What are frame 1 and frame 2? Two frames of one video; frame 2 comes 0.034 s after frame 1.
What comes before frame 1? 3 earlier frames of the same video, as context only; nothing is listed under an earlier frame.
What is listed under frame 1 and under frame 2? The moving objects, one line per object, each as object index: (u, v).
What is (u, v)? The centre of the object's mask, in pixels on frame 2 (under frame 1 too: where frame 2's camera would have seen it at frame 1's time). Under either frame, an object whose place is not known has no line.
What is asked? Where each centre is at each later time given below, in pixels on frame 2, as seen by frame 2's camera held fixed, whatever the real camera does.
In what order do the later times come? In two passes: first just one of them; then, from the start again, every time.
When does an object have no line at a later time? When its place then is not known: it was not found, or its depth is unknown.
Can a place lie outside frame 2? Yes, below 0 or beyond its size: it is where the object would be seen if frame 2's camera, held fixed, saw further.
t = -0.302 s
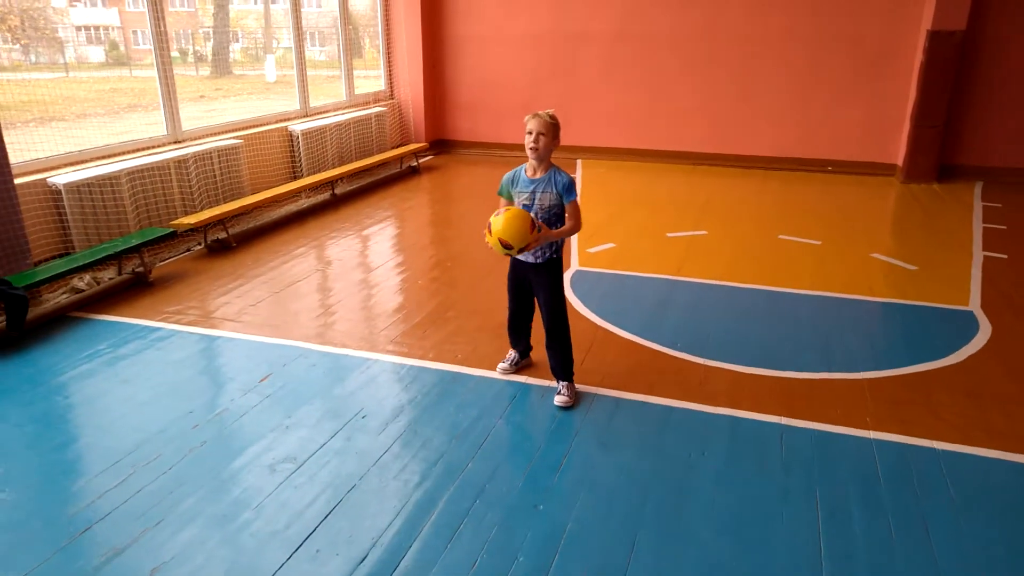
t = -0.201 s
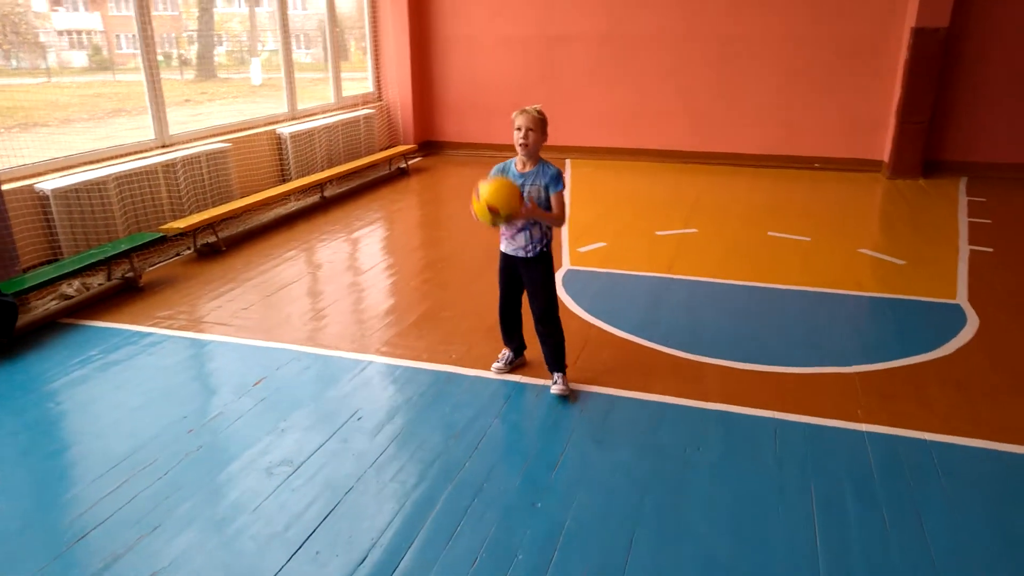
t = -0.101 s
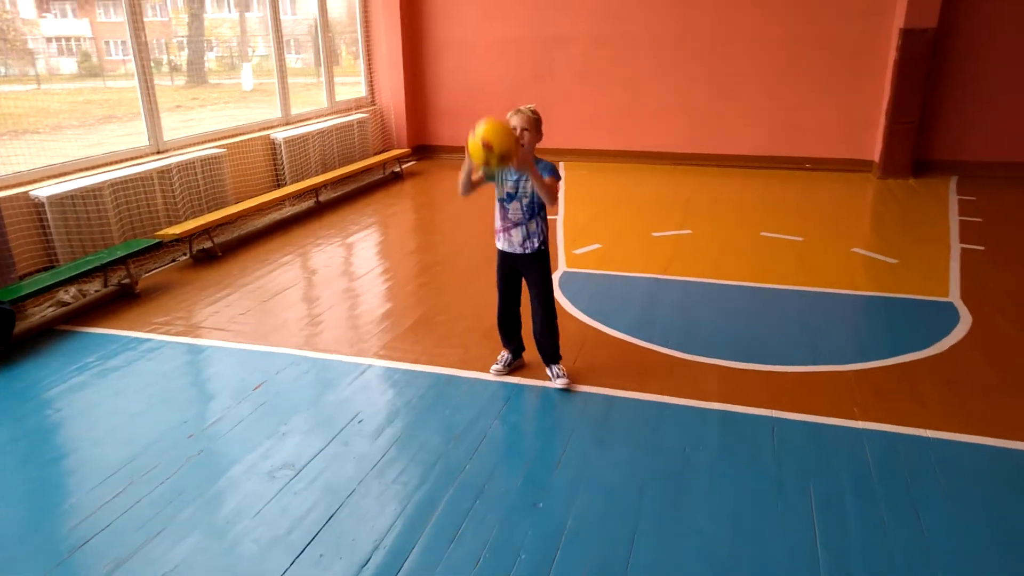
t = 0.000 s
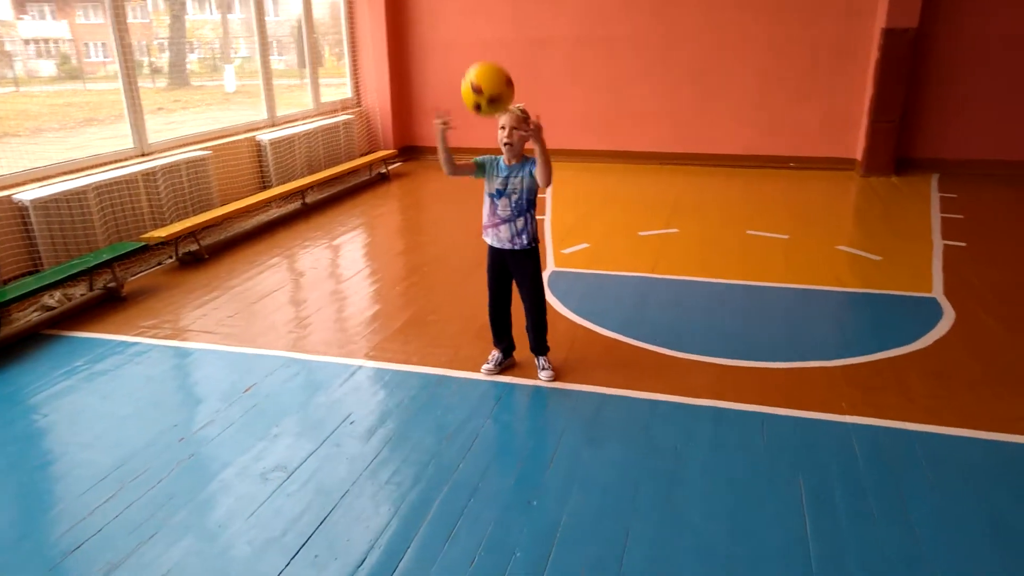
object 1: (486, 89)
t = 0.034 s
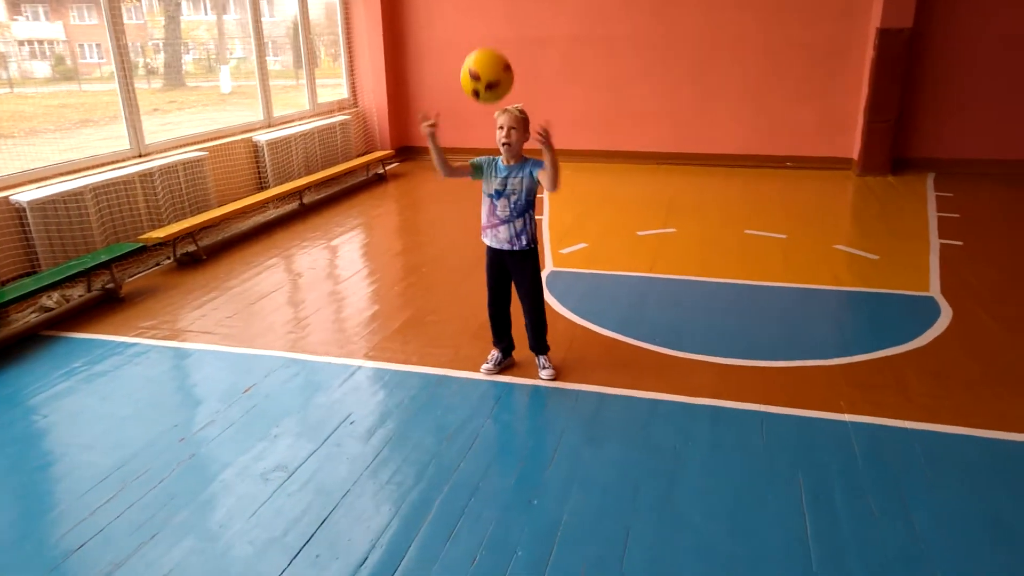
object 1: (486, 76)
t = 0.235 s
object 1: (499, 49)
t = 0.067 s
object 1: (487, 65)
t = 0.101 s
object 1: (489, 56)
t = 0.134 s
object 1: (491, 50)
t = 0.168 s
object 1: (493, 47)
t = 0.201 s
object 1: (496, 47)
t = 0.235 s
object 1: (499, 49)
